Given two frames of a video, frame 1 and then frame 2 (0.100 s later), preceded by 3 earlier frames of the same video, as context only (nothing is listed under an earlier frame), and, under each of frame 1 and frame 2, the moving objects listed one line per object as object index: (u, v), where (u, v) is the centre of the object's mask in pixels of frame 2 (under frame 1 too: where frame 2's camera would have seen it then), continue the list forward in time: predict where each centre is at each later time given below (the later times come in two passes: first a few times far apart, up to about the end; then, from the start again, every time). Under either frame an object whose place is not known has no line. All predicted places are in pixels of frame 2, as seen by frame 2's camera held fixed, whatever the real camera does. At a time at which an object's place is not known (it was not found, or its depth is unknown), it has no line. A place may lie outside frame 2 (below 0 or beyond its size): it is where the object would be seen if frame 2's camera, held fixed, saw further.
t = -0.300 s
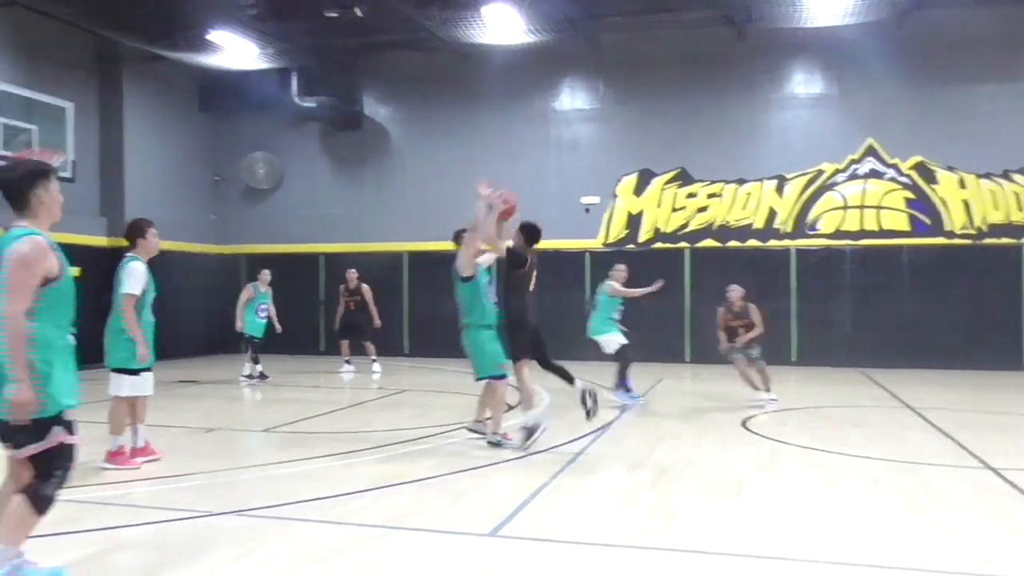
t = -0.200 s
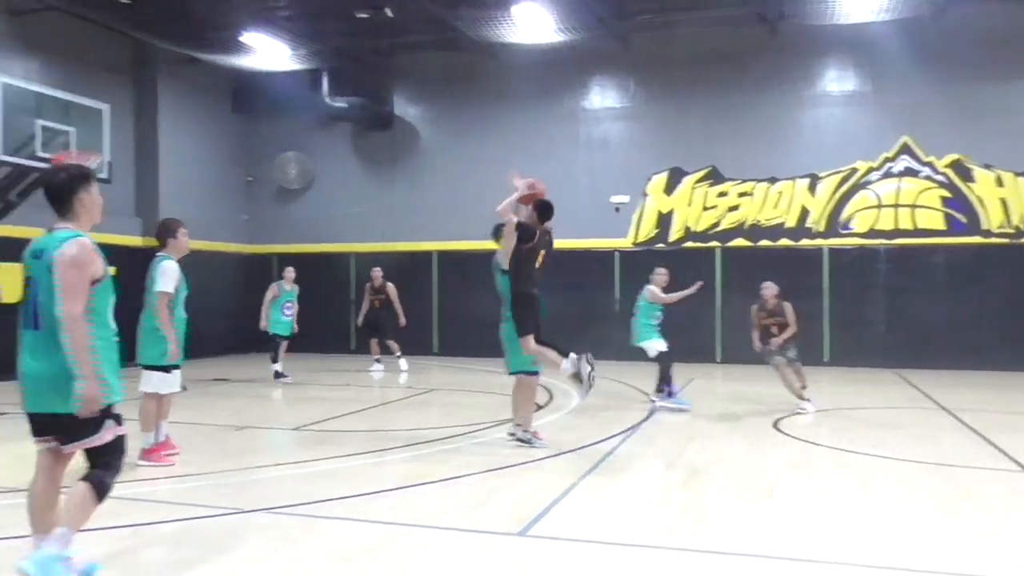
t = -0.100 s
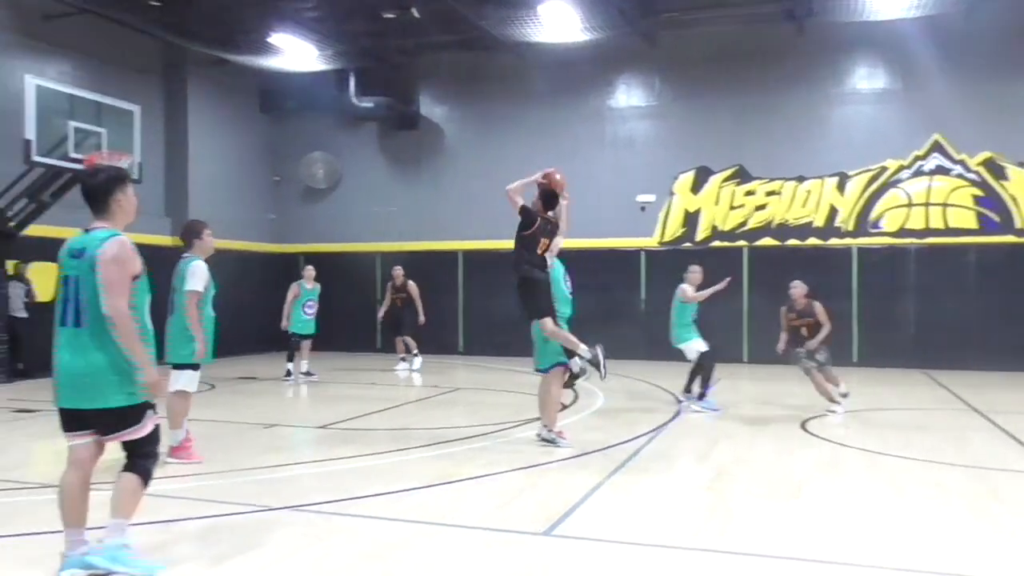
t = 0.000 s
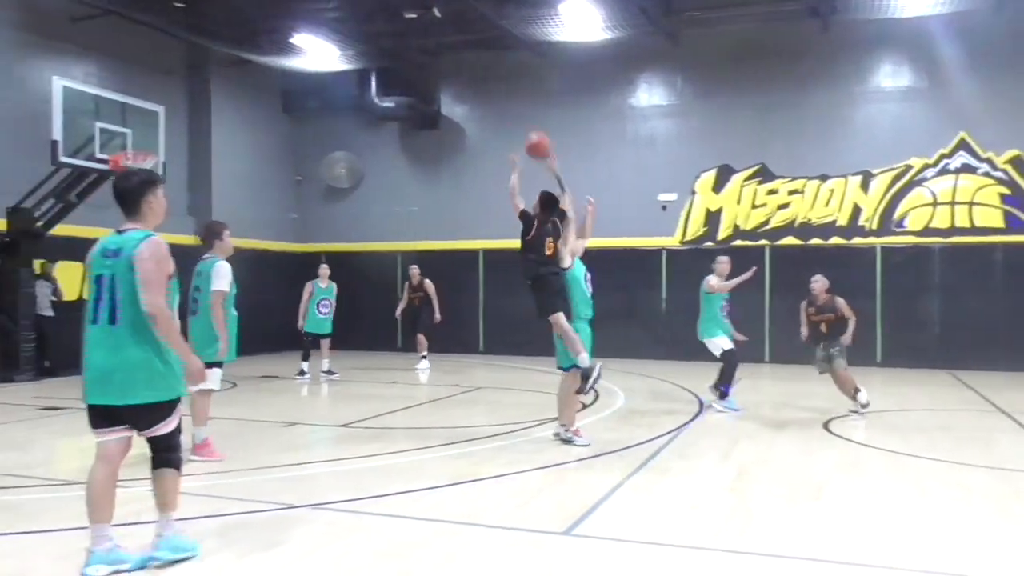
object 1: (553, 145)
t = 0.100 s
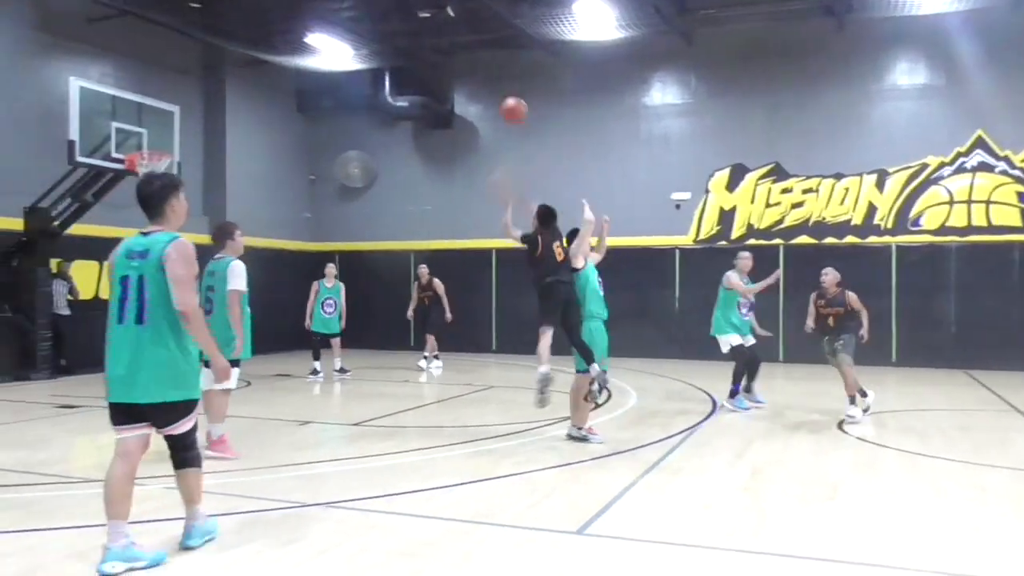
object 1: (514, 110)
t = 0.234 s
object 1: (469, 85)
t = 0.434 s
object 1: (412, 82)
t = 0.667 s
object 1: (359, 122)
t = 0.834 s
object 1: (325, 174)
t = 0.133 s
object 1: (502, 102)
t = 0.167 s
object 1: (491, 95)
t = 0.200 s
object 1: (480, 90)
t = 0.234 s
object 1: (469, 85)
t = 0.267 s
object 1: (460, 82)
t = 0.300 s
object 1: (450, 81)
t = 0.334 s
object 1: (440, 79)
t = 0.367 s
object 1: (430, 79)
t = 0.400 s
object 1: (421, 80)
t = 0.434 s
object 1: (412, 82)
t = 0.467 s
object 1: (404, 85)
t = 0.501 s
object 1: (396, 90)
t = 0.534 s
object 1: (388, 95)
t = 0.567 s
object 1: (380, 100)
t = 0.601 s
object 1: (373, 107)
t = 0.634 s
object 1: (366, 114)
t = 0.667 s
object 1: (359, 122)
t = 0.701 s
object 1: (351, 131)
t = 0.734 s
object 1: (345, 140)
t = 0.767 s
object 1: (338, 151)
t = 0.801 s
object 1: (332, 162)
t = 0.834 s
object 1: (325, 174)
